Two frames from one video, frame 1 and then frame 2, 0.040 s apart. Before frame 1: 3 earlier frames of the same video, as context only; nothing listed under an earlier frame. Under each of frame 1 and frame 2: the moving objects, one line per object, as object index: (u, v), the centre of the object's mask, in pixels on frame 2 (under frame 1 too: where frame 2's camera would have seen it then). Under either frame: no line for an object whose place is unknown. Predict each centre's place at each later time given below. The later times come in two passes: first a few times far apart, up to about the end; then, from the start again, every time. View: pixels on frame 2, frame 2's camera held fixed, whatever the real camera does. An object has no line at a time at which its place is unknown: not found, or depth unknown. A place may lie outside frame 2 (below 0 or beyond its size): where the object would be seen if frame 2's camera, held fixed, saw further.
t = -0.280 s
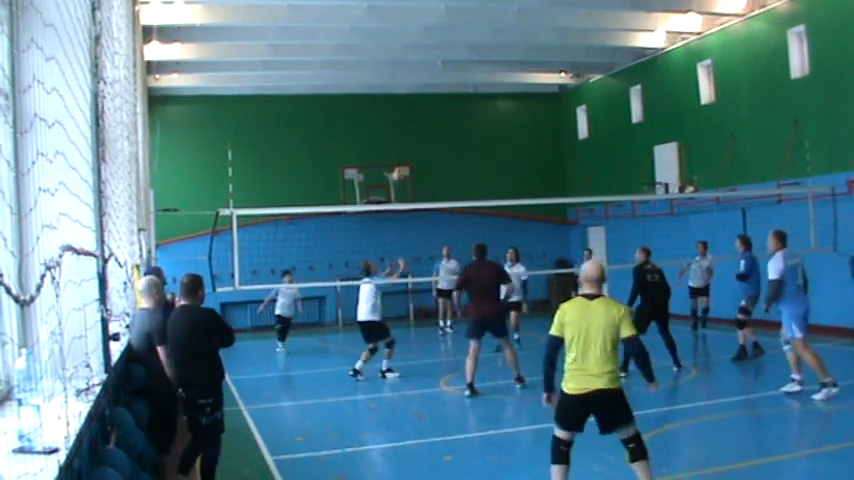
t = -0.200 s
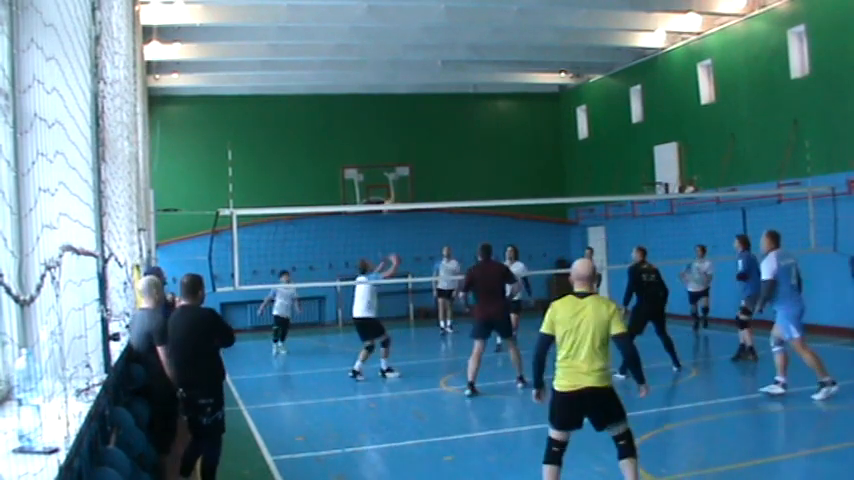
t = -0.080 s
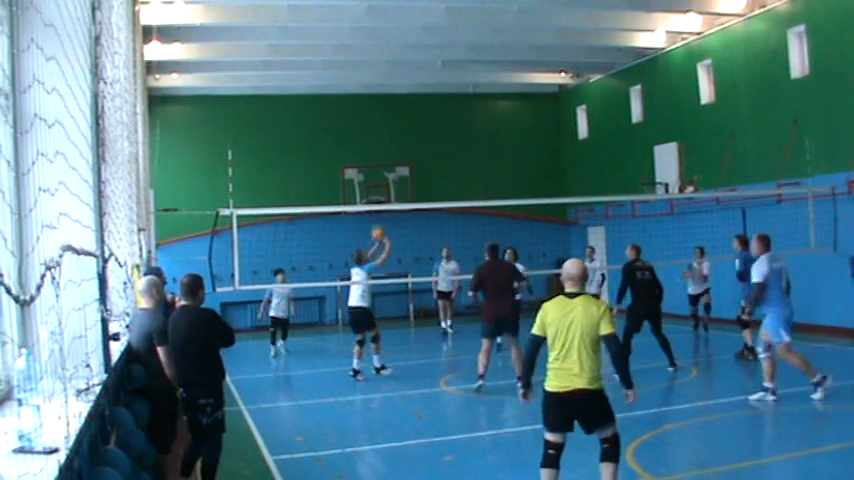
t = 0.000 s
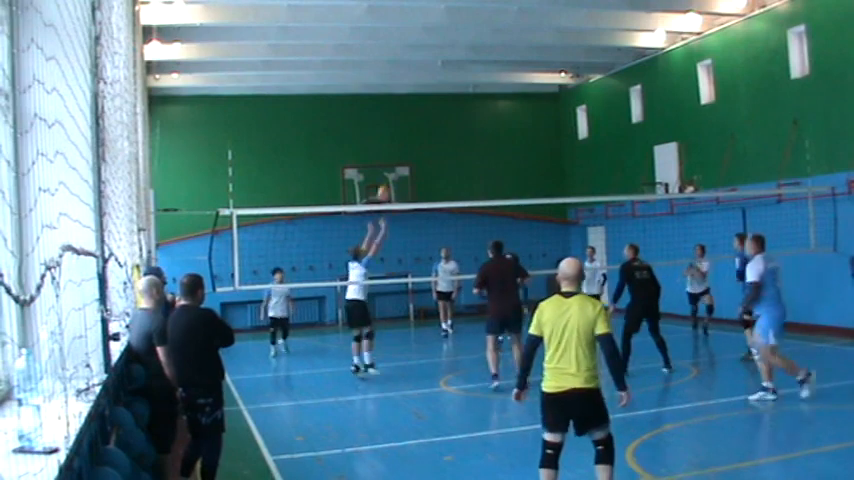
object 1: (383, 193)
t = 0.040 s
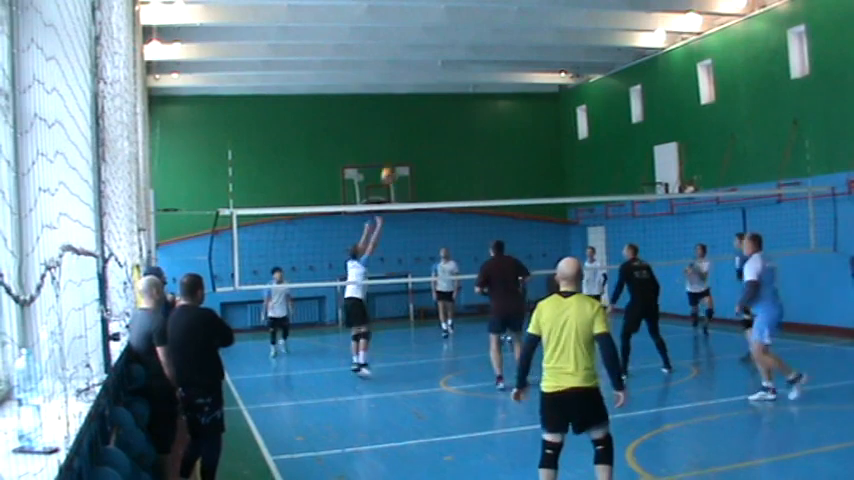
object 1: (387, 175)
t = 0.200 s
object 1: (402, 115)
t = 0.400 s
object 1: (423, 66)
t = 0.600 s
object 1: (444, 43)
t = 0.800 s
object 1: (467, 47)
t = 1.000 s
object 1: (490, 78)
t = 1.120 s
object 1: (504, 110)
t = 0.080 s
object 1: (390, 157)
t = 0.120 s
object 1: (394, 142)
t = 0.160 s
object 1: (398, 128)
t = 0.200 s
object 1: (402, 115)
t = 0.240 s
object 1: (406, 103)
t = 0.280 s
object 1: (409, 92)
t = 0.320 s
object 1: (415, 81)
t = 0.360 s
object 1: (418, 73)
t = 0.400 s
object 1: (423, 66)
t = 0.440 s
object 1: (427, 59)
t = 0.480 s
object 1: (431, 54)
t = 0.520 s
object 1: (437, 48)
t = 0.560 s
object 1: (440, 46)
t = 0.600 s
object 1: (444, 43)
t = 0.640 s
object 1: (448, 42)
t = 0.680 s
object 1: (453, 42)
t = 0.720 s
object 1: (457, 42)
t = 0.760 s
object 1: (462, 44)
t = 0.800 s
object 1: (467, 47)
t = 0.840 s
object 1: (471, 52)
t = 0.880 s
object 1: (476, 57)
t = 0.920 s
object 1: (480, 62)
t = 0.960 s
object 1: (485, 70)
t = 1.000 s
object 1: (490, 78)
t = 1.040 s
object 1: (494, 88)
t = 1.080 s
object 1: (498, 99)
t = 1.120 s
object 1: (504, 110)
